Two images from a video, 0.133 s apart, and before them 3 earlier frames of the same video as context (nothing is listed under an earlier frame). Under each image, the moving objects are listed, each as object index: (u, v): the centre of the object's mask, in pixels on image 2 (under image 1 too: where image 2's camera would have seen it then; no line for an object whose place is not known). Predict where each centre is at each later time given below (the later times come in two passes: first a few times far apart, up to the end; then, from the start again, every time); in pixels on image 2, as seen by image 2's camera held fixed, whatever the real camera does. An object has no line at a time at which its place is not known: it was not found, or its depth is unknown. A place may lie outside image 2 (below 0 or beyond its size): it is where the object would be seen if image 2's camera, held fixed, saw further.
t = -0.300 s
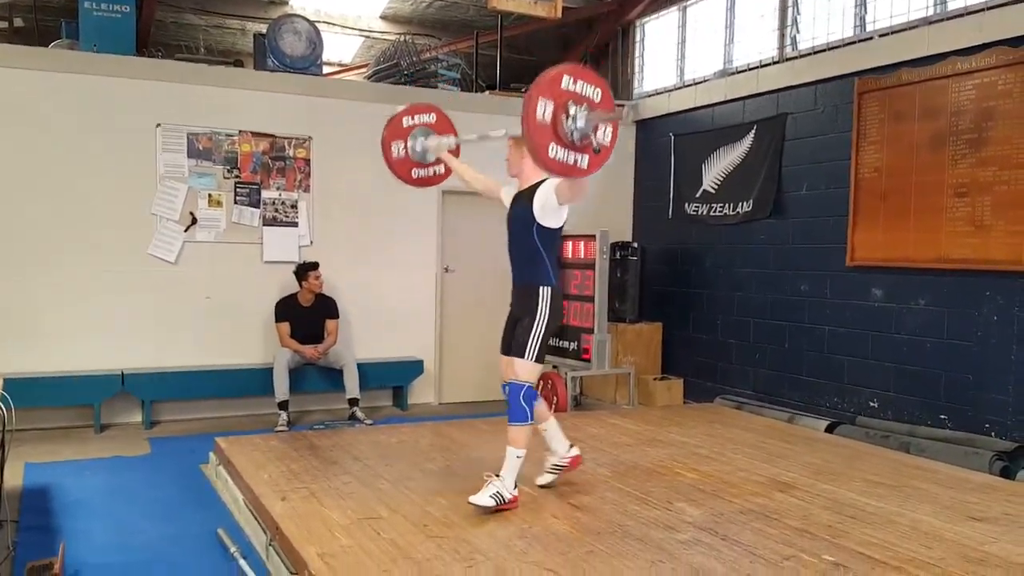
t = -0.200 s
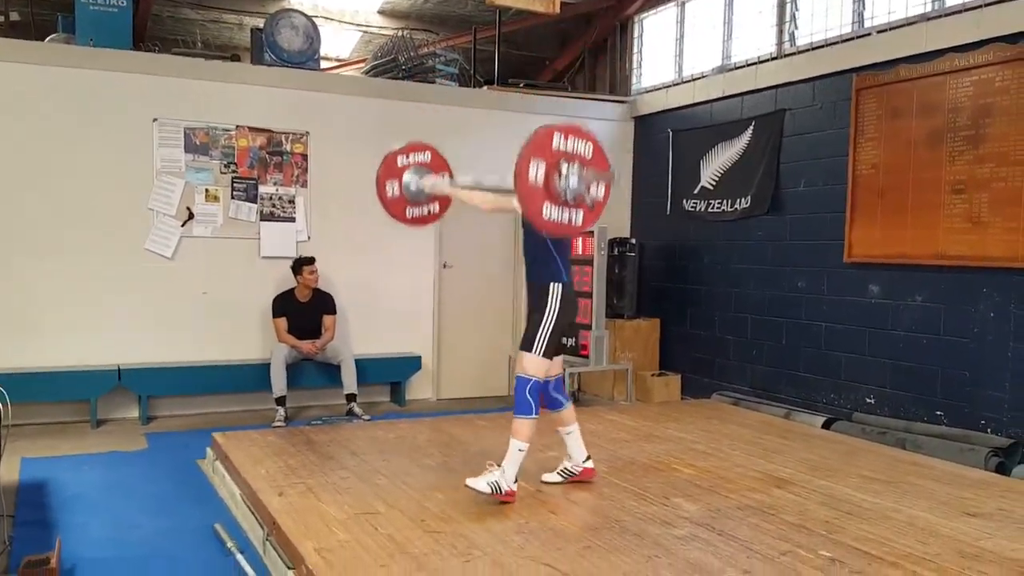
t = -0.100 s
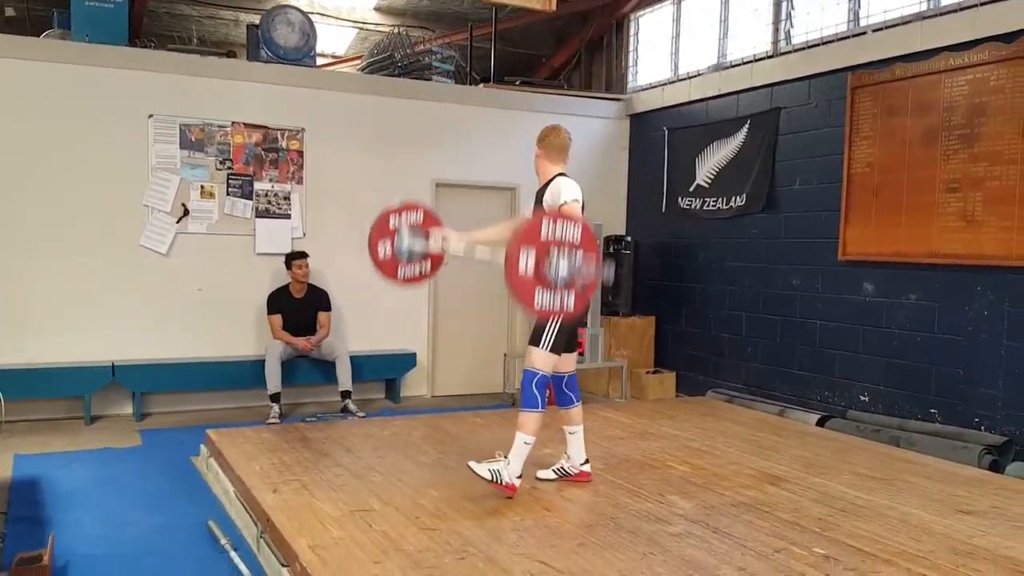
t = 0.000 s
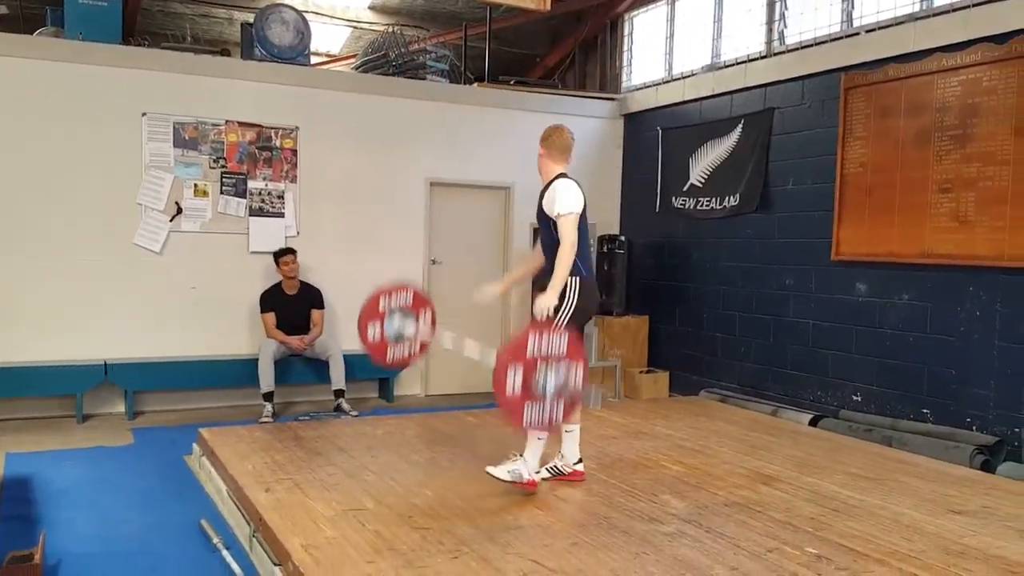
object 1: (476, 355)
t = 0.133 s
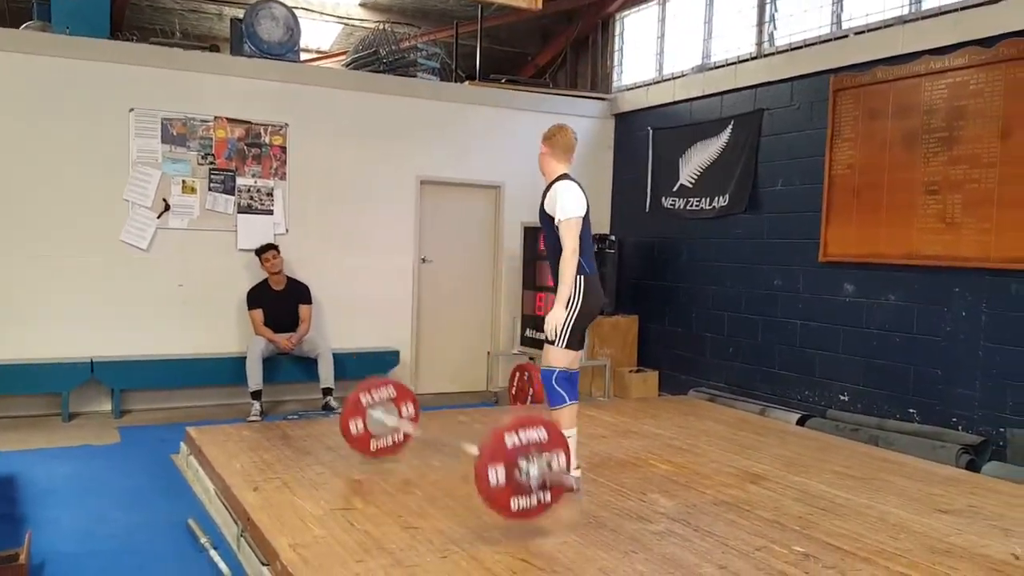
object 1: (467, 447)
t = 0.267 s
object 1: (459, 400)
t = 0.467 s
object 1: (446, 397)
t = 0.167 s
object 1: (464, 431)
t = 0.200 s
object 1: (463, 418)
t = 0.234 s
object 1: (460, 408)
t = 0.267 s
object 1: (459, 400)
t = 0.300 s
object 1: (457, 394)
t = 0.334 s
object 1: (454, 390)
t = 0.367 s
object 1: (452, 388)
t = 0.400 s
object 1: (450, 389)
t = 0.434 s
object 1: (447, 392)
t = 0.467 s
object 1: (446, 397)
